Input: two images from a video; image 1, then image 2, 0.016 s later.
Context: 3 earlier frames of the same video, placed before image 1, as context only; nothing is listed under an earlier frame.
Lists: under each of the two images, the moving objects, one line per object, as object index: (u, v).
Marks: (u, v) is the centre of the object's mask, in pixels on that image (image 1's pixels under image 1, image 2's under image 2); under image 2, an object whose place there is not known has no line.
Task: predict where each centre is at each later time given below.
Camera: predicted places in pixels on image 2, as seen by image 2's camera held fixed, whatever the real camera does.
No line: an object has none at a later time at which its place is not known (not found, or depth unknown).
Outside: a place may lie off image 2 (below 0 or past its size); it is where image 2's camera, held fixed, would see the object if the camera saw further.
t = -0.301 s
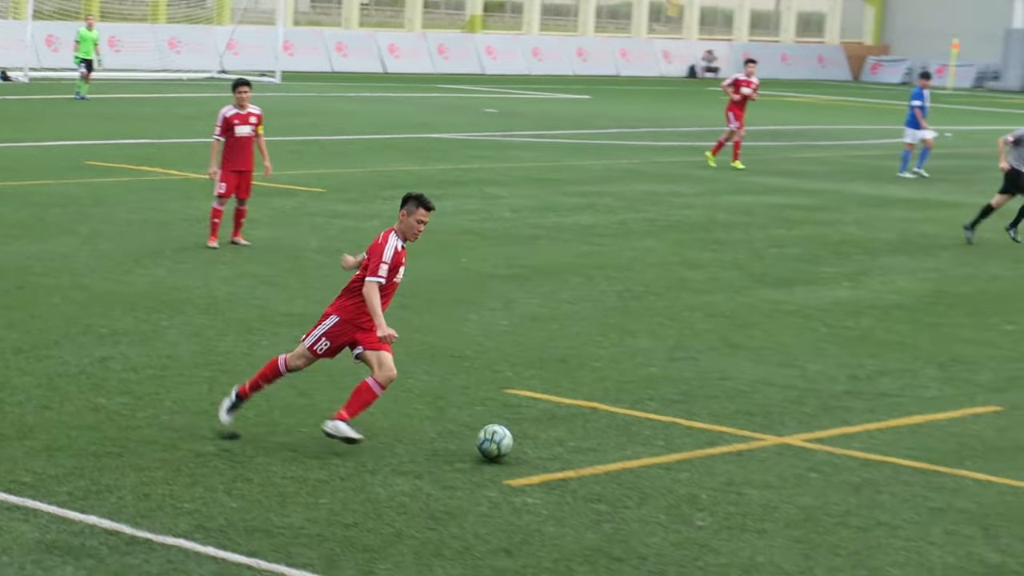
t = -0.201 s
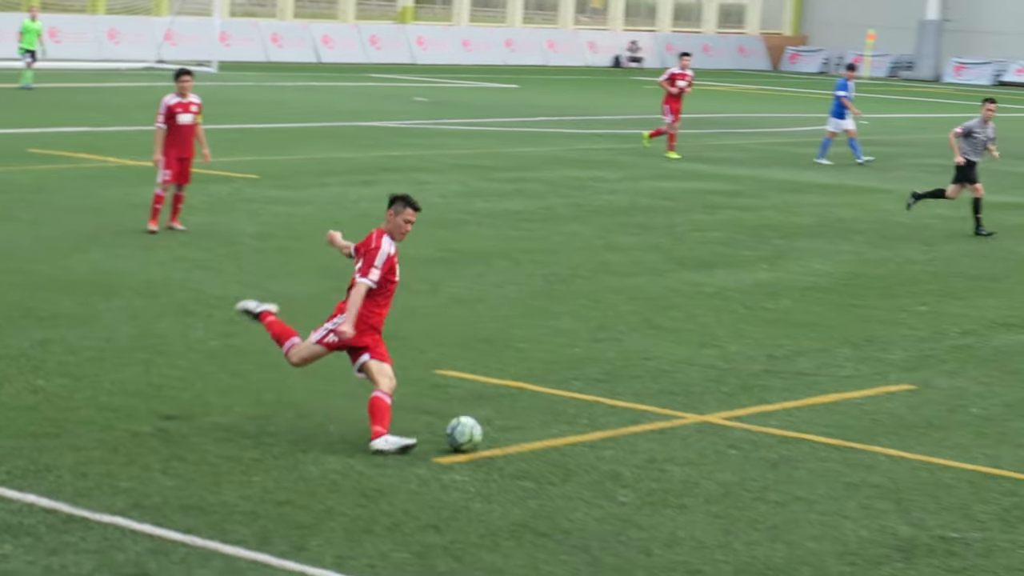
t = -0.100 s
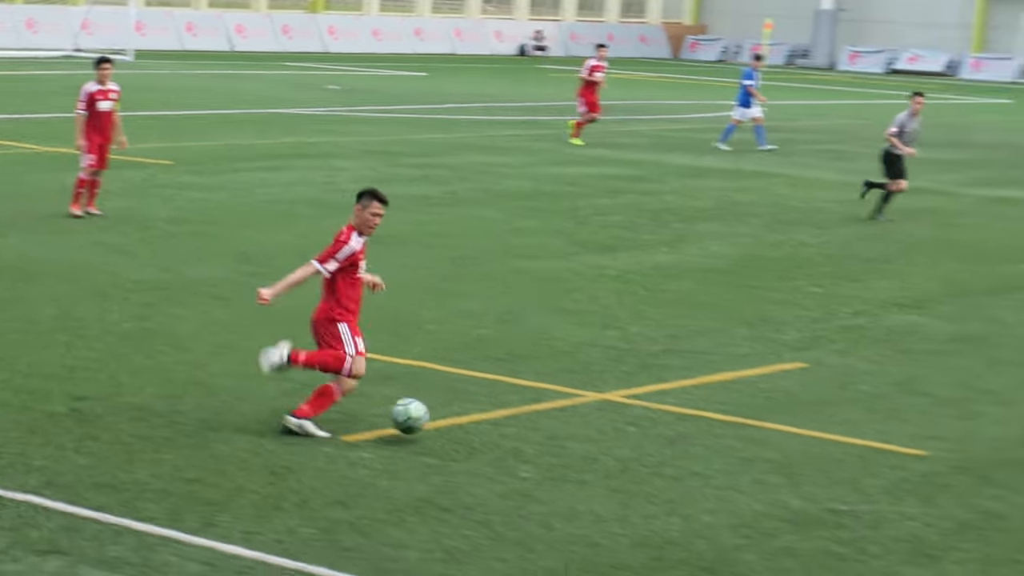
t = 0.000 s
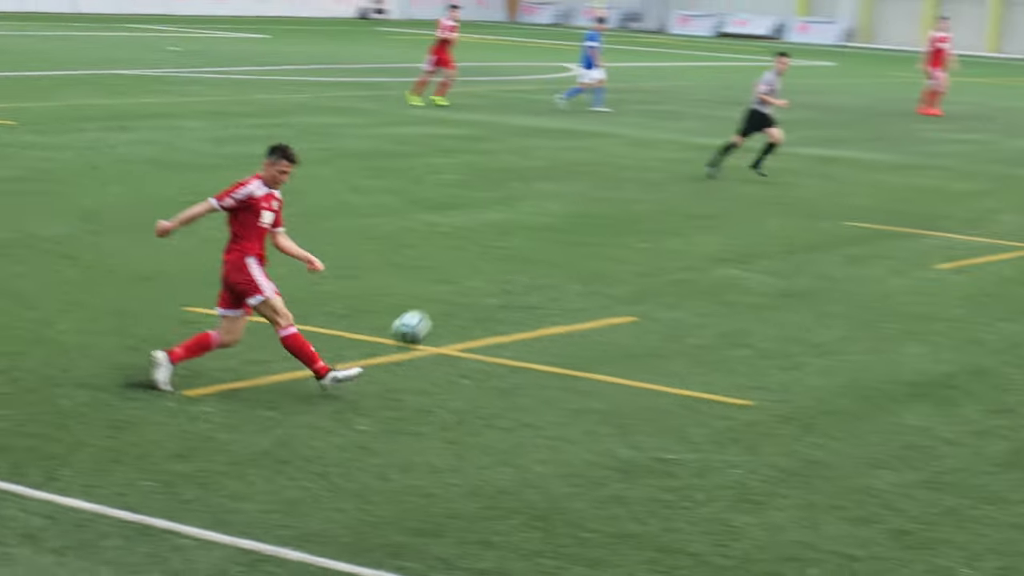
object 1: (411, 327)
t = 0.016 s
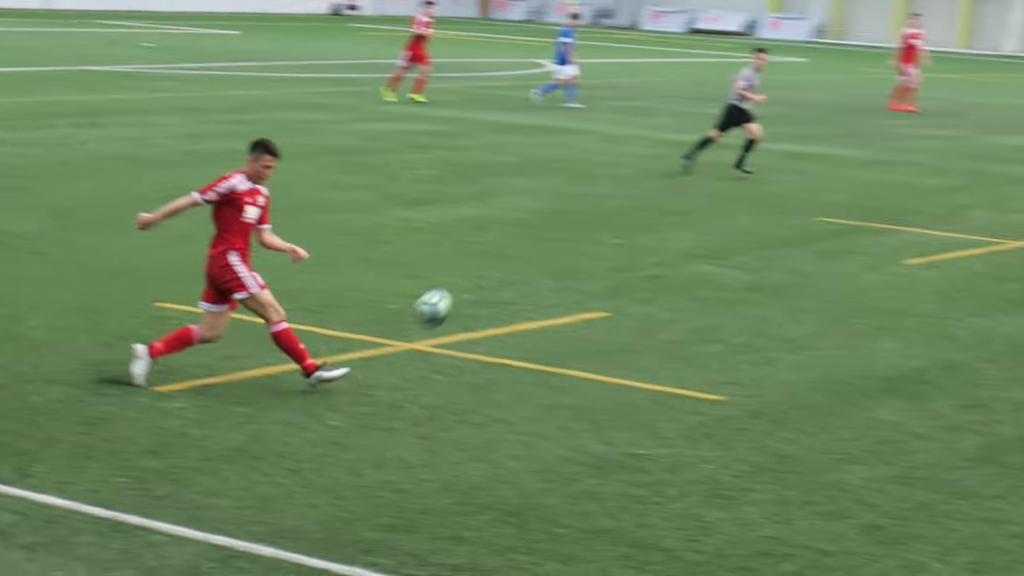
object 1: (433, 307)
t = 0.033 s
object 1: (482, 290)
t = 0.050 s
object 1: (529, 274)
